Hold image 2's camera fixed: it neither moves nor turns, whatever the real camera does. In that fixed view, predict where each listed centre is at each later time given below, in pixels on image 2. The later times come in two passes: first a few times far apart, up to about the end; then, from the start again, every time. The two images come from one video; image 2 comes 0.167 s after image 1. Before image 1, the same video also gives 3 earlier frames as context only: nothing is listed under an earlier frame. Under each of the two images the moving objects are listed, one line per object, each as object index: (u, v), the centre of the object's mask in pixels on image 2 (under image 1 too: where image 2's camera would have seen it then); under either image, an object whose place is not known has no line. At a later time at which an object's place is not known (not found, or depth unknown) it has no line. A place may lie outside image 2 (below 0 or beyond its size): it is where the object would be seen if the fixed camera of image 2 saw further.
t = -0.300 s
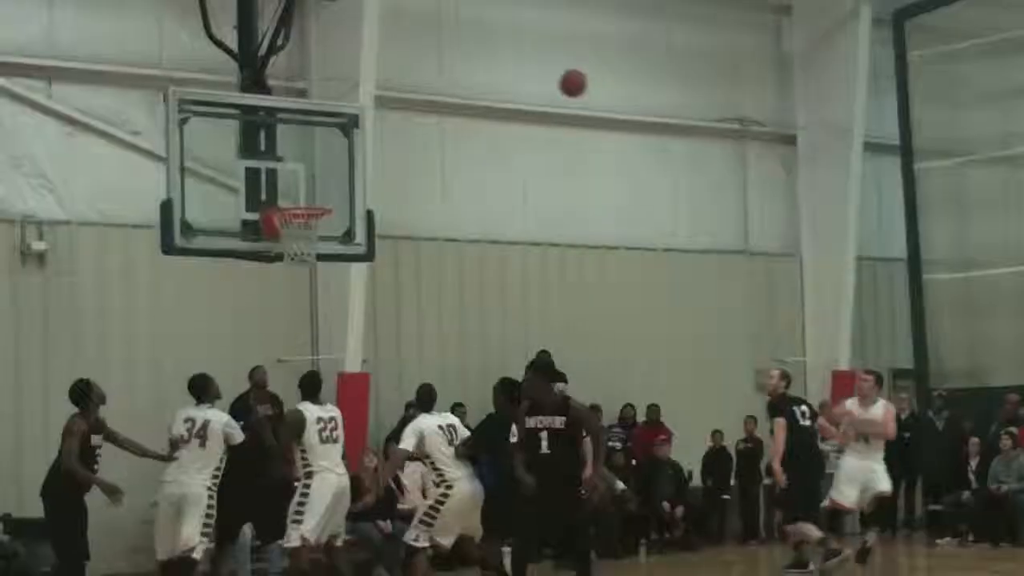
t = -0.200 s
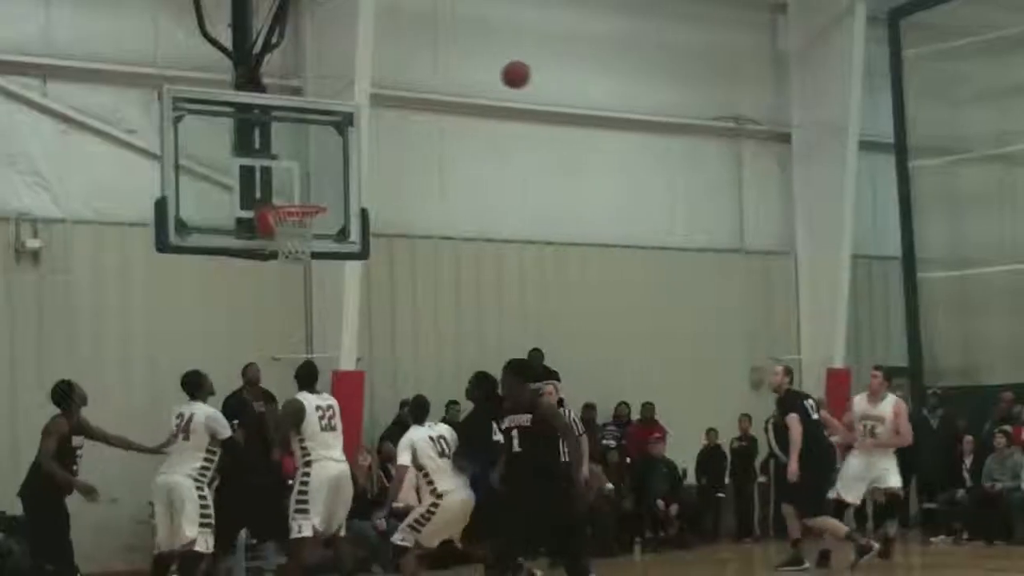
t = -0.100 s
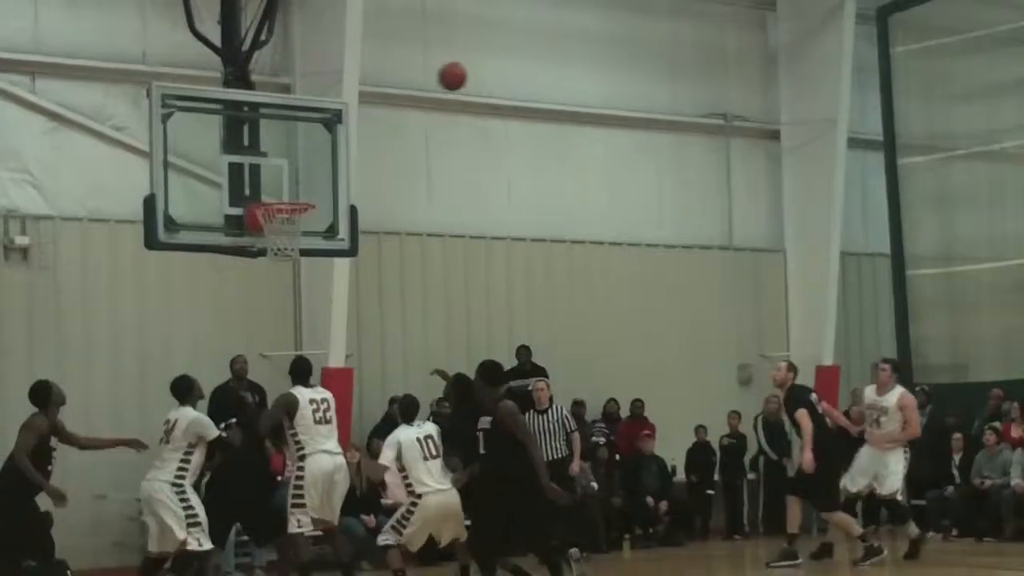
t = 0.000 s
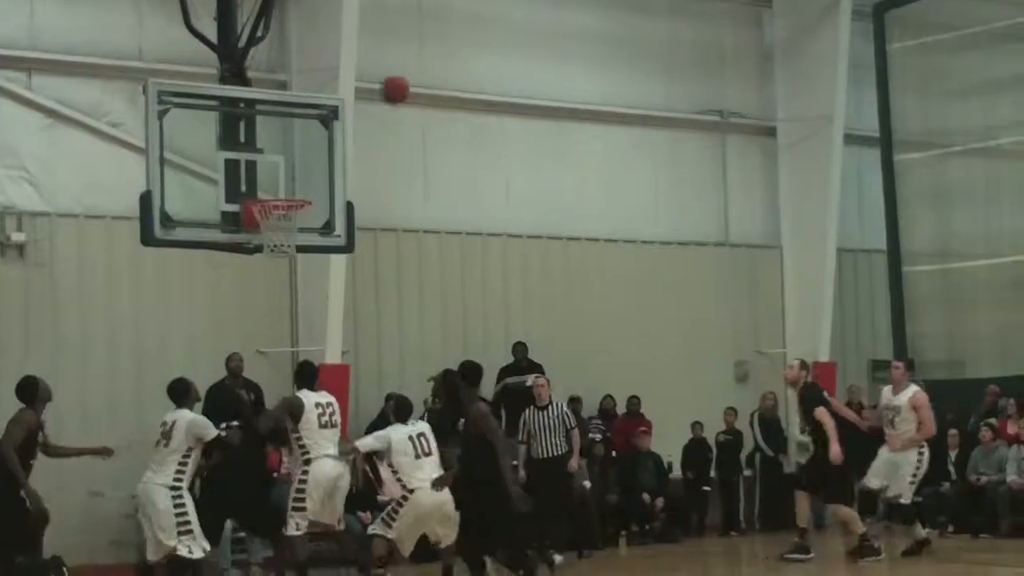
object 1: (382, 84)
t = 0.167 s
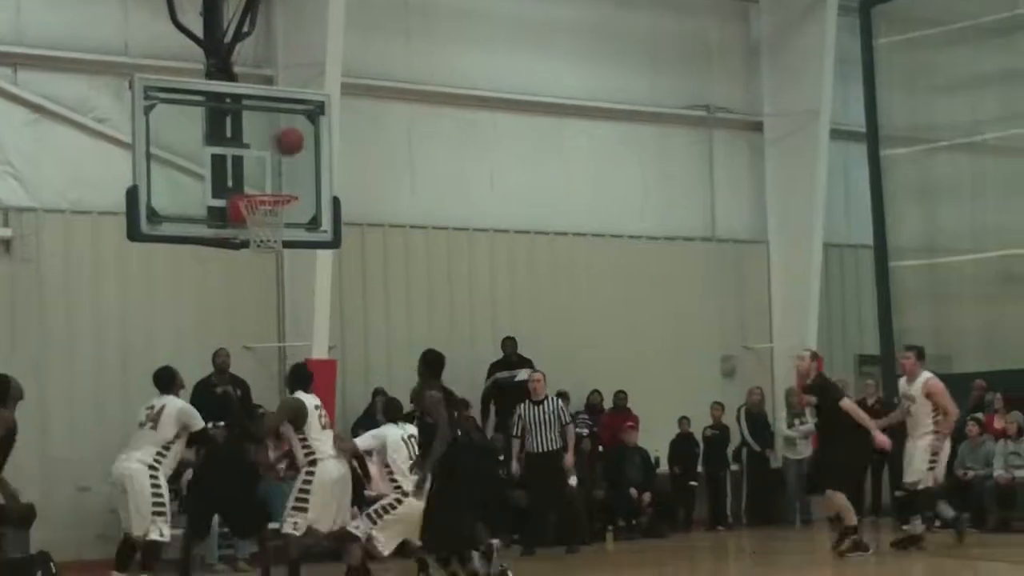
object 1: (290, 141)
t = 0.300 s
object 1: (229, 164)
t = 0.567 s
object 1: (176, 69)
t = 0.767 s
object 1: (131, 54)
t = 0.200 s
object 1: (271, 157)
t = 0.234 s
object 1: (251, 174)
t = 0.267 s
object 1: (239, 182)
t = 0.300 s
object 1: (229, 164)
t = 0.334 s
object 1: (224, 148)
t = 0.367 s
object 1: (218, 133)
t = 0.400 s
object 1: (211, 120)
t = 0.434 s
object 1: (204, 107)
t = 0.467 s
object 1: (198, 96)
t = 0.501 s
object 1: (191, 87)
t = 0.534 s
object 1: (184, 77)
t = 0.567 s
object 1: (176, 69)
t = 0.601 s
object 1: (170, 63)
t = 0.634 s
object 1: (164, 59)
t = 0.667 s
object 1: (157, 56)
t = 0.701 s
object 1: (150, 54)
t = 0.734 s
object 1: (138, 53)
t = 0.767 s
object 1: (131, 54)
